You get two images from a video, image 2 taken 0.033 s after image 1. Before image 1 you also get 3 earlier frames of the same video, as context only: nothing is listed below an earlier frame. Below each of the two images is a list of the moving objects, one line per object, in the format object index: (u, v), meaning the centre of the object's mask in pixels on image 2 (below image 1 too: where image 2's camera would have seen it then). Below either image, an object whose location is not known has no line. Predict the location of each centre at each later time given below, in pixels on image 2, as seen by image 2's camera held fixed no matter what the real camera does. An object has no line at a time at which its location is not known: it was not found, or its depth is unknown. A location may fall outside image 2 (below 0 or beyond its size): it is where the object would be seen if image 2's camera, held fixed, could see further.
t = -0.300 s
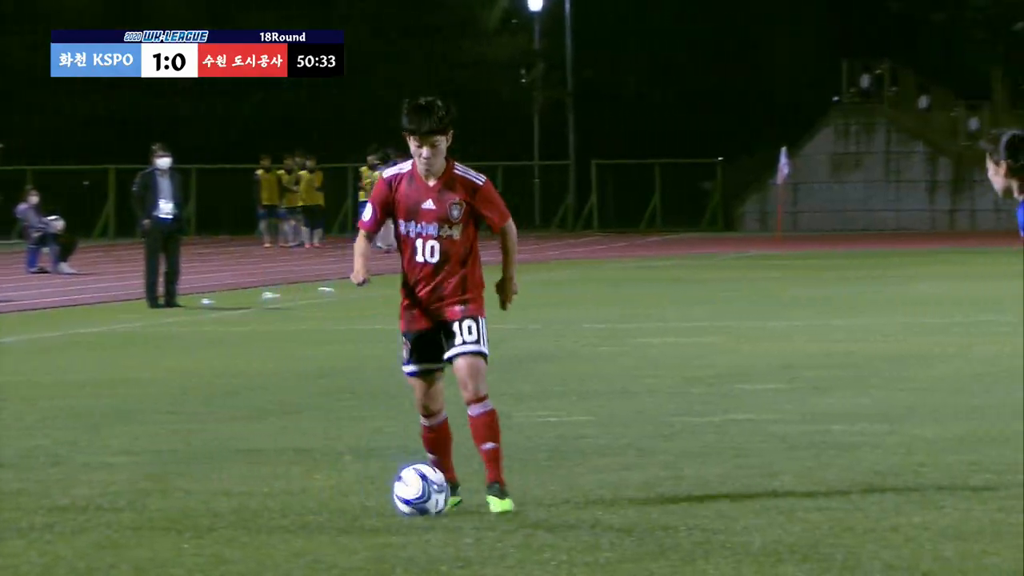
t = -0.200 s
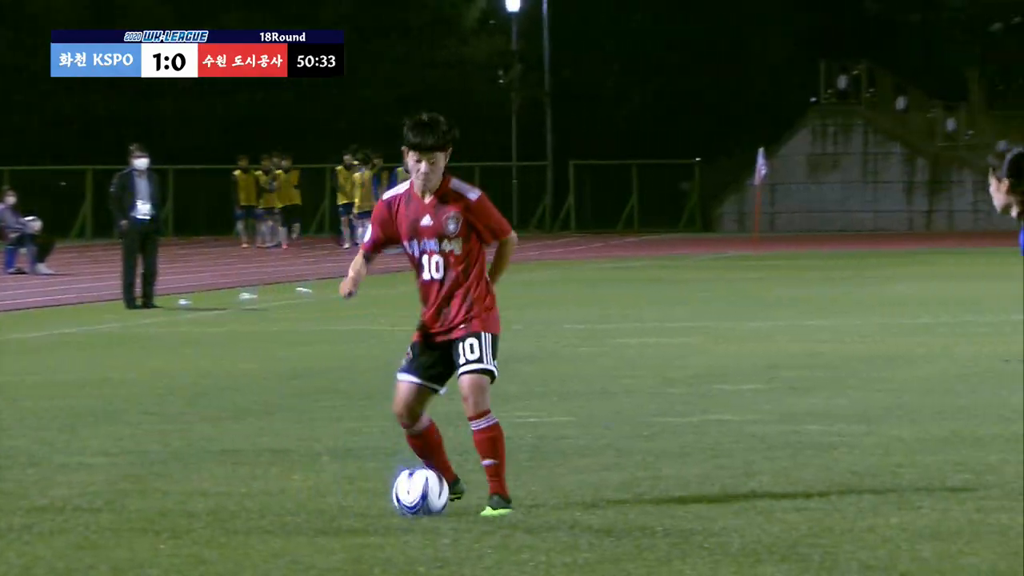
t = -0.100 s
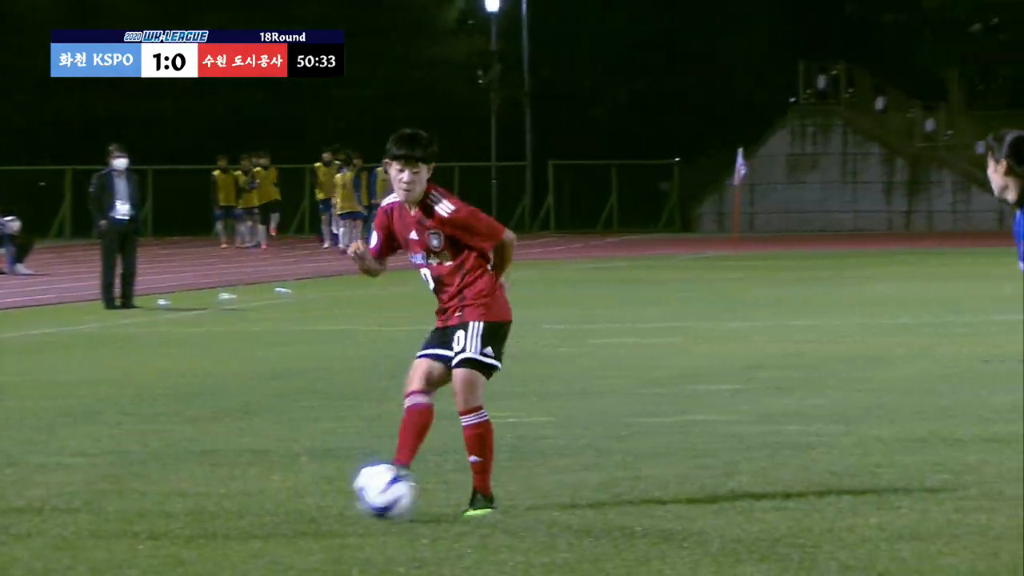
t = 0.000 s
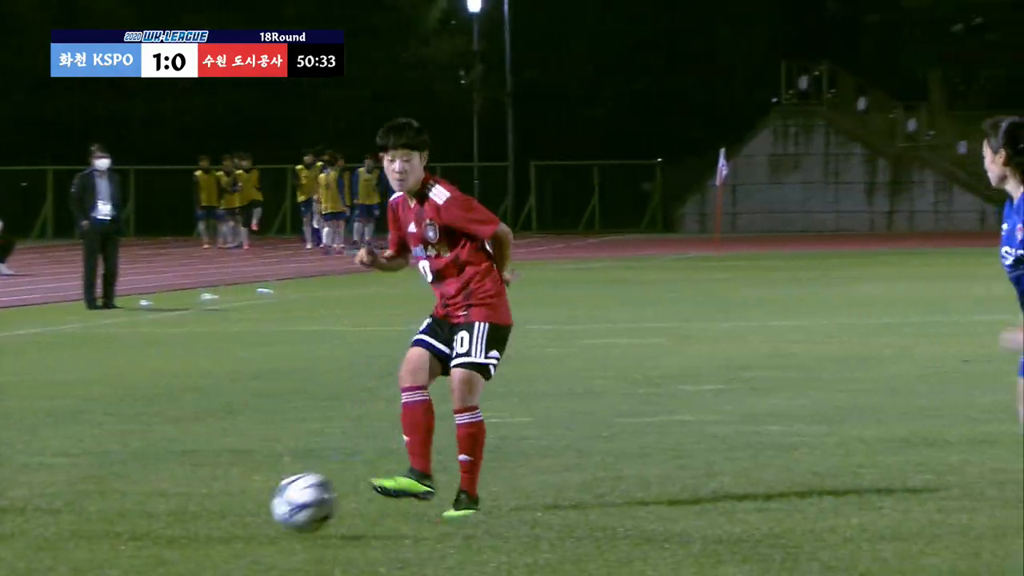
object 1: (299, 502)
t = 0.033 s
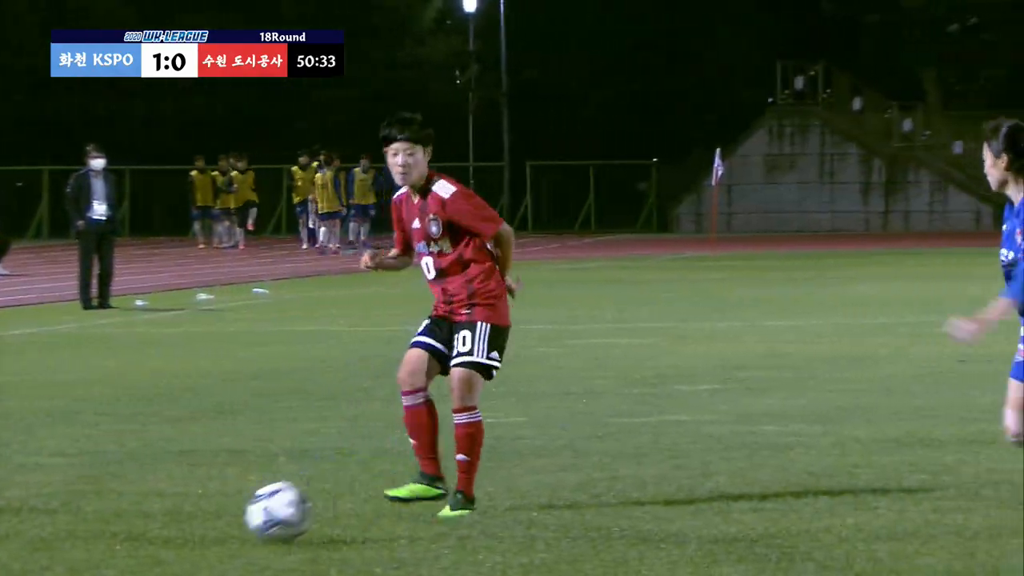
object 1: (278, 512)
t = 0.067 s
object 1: (258, 523)
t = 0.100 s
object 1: (236, 526)
